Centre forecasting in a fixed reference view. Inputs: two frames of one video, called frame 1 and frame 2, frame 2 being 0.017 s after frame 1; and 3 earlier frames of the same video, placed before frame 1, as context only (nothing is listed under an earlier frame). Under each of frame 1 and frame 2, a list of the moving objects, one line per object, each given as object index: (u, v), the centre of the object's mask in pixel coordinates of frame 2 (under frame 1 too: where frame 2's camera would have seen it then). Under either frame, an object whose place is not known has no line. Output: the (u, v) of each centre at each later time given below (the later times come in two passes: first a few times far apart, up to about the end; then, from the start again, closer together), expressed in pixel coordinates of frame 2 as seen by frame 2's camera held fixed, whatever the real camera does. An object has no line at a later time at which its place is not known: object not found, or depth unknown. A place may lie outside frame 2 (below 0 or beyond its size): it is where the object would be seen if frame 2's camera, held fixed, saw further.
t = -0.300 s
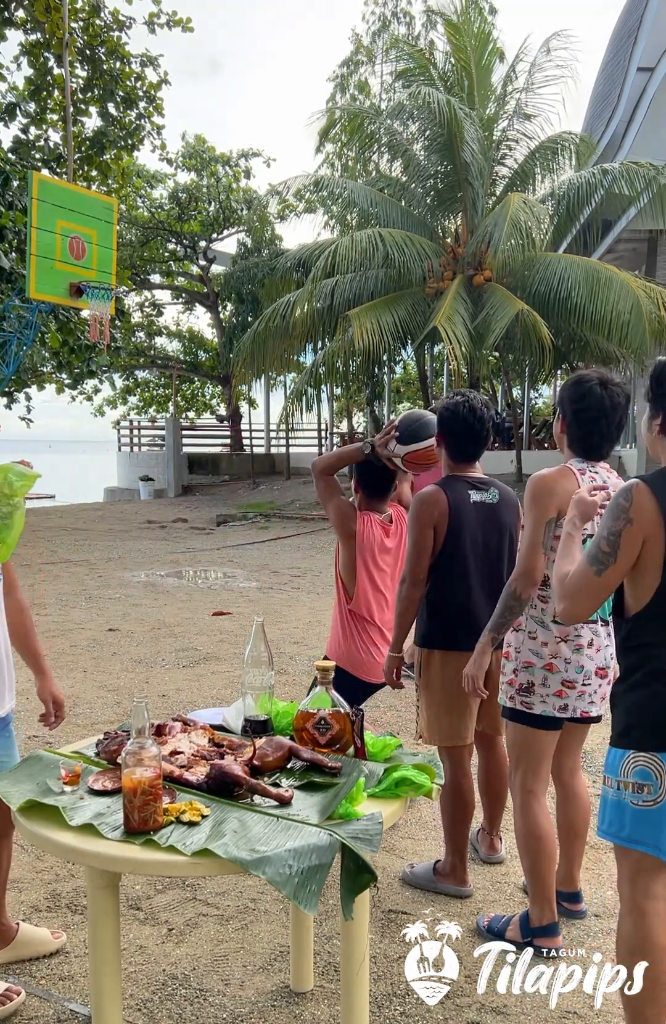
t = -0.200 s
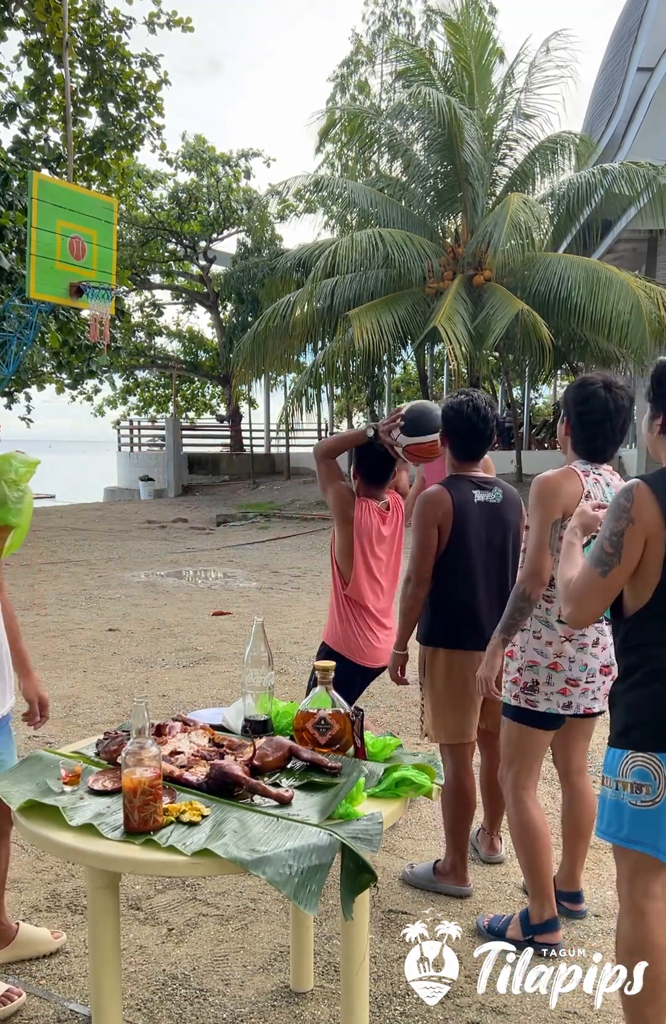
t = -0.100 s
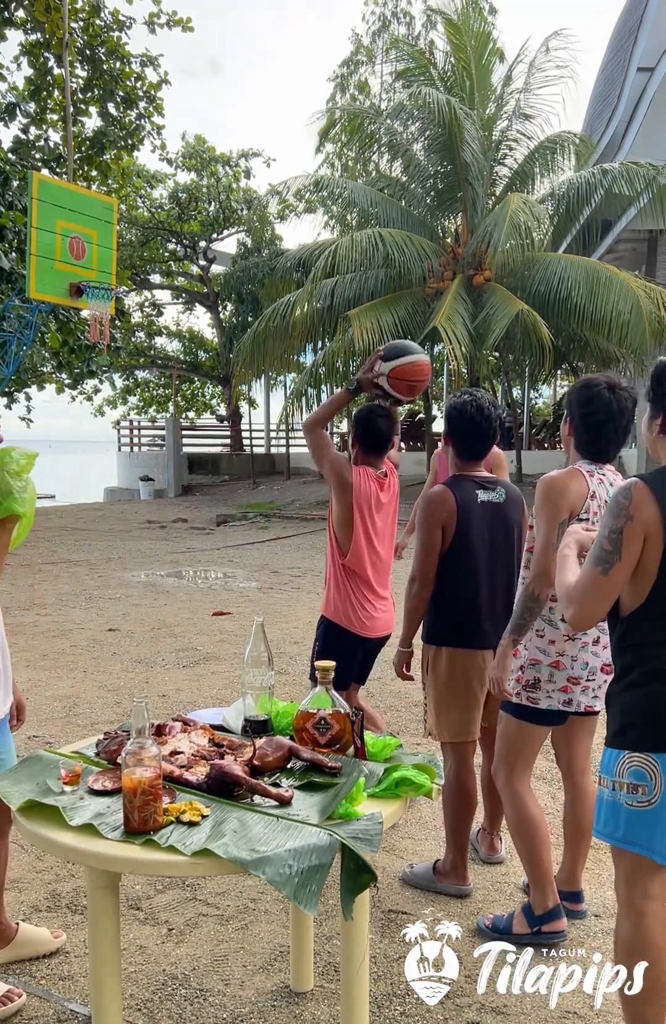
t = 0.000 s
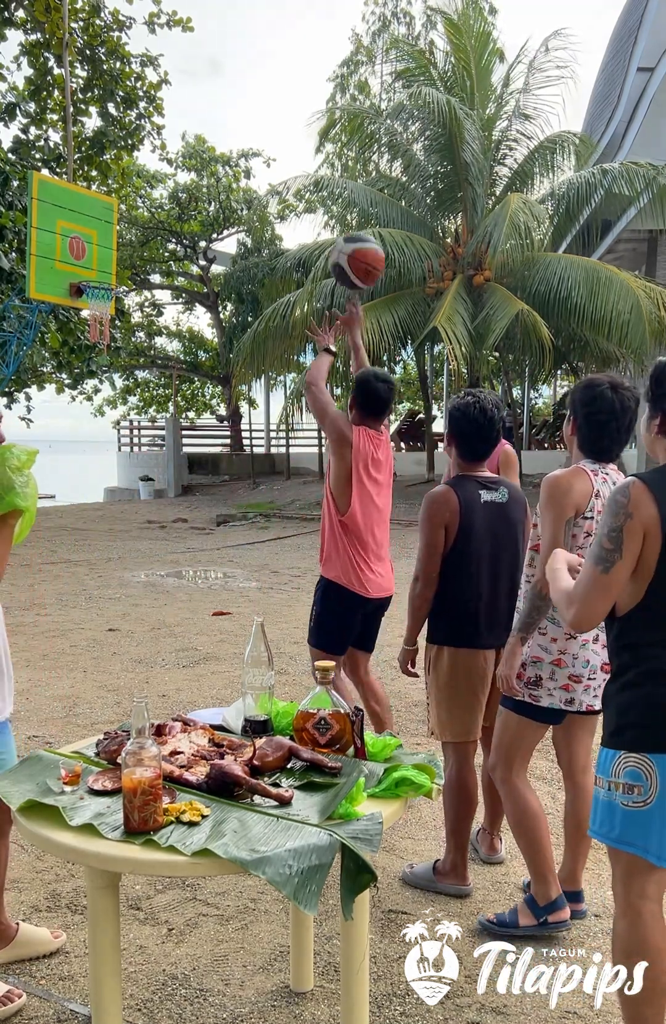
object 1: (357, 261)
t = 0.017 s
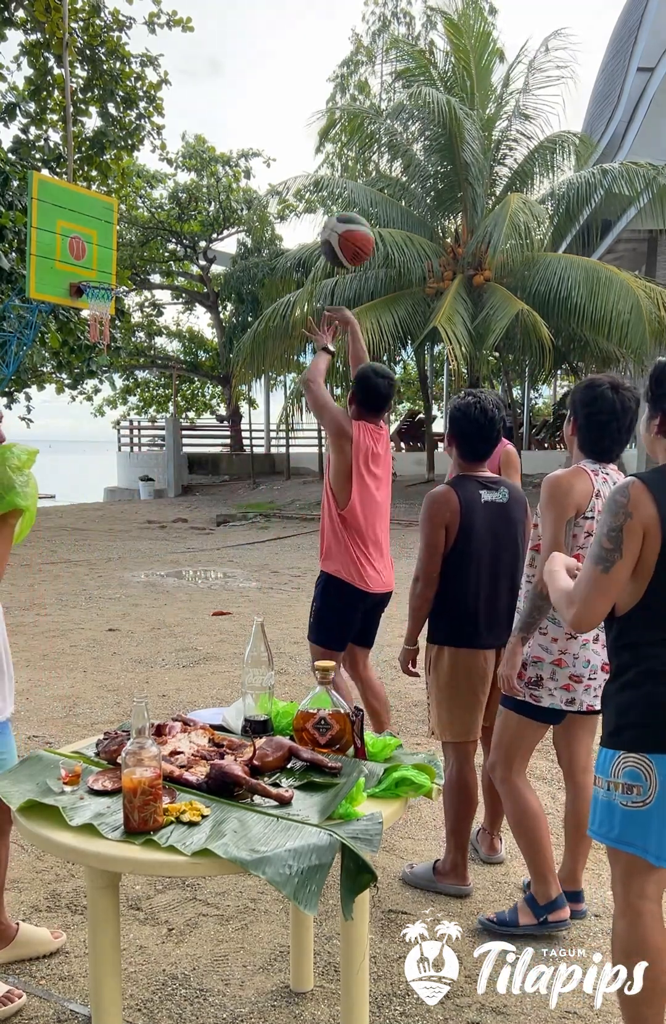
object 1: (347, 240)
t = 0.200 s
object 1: (259, 100)
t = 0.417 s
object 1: (191, 60)
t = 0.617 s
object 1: (148, 90)
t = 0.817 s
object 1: (116, 158)
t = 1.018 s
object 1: (92, 251)
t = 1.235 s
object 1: (73, 258)
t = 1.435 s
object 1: (81, 258)
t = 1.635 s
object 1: (90, 271)
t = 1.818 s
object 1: (93, 285)
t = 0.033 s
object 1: (338, 222)
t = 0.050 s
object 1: (329, 205)
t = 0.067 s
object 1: (320, 189)
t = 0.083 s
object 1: (311, 175)
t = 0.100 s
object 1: (302, 161)
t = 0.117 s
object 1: (295, 148)
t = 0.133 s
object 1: (287, 137)
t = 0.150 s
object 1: (280, 127)
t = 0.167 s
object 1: (273, 117)
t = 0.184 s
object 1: (266, 108)
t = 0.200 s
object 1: (259, 100)
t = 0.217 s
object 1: (253, 93)
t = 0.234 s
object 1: (247, 87)
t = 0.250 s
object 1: (241, 81)
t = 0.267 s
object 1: (235, 76)
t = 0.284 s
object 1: (230, 72)
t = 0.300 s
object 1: (224, 69)
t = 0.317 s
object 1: (219, 66)
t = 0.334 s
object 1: (214, 64)
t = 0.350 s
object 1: (209, 62)
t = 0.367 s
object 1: (204, 61)
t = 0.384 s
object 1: (200, 60)
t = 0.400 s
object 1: (196, 59)
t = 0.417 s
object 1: (191, 60)
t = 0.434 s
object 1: (187, 60)
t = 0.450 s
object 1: (182, 61)
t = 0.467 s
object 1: (179, 62)
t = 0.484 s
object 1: (174, 64)
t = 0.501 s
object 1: (170, 66)
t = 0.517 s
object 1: (167, 69)
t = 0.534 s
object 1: (163, 71)
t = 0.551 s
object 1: (161, 74)
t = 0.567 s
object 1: (157, 77)
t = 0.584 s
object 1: (154, 81)
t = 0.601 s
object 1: (150, 85)
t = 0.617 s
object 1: (148, 90)
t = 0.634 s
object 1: (145, 95)
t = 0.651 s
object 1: (142, 100)
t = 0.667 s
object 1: (139, 105)
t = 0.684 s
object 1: (136, 110)
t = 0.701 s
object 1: (133, 116)
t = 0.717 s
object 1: (131, 121)
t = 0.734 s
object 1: (128, 126)
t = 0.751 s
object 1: (125, 133)
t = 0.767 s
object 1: (123, 138)
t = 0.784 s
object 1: (121, 145)
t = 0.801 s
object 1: (119, 152)
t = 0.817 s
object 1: (116, 158)
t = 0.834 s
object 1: (114, 166)
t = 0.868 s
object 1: (109, 180)
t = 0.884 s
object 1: (108, 187)
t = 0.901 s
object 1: (104, 195)
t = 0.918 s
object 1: (103, 202)
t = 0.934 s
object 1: (101, 210)
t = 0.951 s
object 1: (99, 218)
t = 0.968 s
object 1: (97, 226)
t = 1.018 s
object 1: (92, 251)
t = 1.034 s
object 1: (90, 259)
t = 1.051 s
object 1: (89, 268)
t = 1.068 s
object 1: (87, 272)
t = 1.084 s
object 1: (86, 269)
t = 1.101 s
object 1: (85, 267)
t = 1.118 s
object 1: (83, 265)
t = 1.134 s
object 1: (81, 263)
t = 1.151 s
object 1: (80, 261)
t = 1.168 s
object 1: (79, 259)
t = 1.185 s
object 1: (77, 258)
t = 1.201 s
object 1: (76, 258)
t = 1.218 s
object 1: (74, 258)
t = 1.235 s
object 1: (73, 258)
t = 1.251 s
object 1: (72, 258)
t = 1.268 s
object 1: (71, 258)
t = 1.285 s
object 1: (71, 257)
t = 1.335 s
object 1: (74, 255)
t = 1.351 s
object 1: (75, 254)
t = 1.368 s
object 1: (76, 254)
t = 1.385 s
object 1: (77, 255)
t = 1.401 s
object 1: (78, 256)
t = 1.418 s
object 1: (80, 257)
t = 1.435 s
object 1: (81, 258)
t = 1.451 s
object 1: (81, 259)
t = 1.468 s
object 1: (83, 261)
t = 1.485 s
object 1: (84, 263)
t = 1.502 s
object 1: (85, 266)
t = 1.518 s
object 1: (86, 268)
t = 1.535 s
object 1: (87, 268)
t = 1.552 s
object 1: (87, 269)
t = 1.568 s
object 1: (88, 269)
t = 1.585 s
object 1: (89, 270)
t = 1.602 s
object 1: (89, 271)
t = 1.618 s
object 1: (89, 271)
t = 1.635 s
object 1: (90, 271)
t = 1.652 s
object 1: (90, 271)
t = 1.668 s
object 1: (90, 272)
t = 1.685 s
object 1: (90, 272)
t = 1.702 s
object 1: (91, 272)
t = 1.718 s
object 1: (91, 273)
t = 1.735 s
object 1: (92, 274)
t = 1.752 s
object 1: (92, 276)
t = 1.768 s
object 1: (93, 277)
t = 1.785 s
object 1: (93, 279)
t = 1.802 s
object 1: (93, 282)
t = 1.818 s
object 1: (93, 285)
